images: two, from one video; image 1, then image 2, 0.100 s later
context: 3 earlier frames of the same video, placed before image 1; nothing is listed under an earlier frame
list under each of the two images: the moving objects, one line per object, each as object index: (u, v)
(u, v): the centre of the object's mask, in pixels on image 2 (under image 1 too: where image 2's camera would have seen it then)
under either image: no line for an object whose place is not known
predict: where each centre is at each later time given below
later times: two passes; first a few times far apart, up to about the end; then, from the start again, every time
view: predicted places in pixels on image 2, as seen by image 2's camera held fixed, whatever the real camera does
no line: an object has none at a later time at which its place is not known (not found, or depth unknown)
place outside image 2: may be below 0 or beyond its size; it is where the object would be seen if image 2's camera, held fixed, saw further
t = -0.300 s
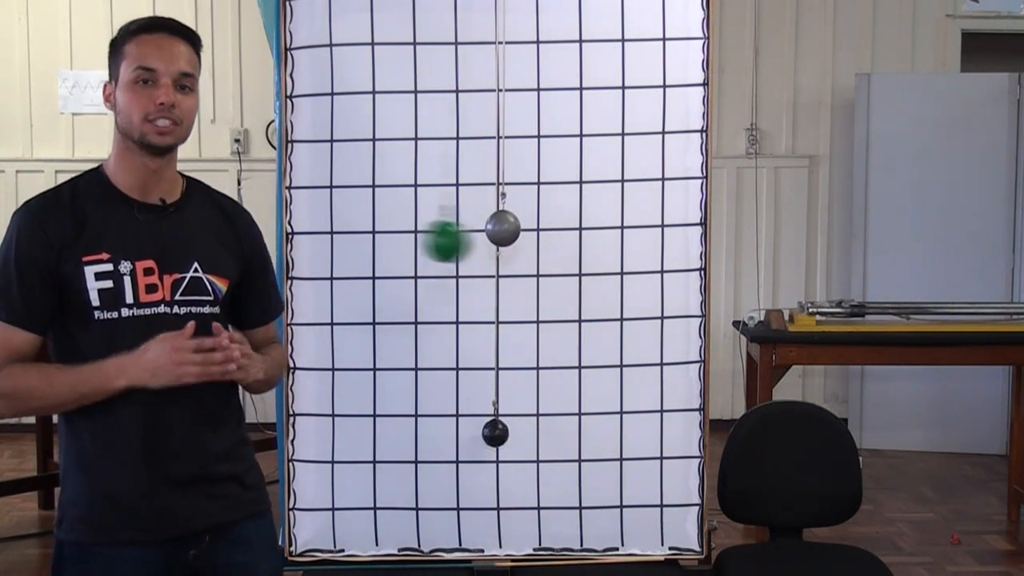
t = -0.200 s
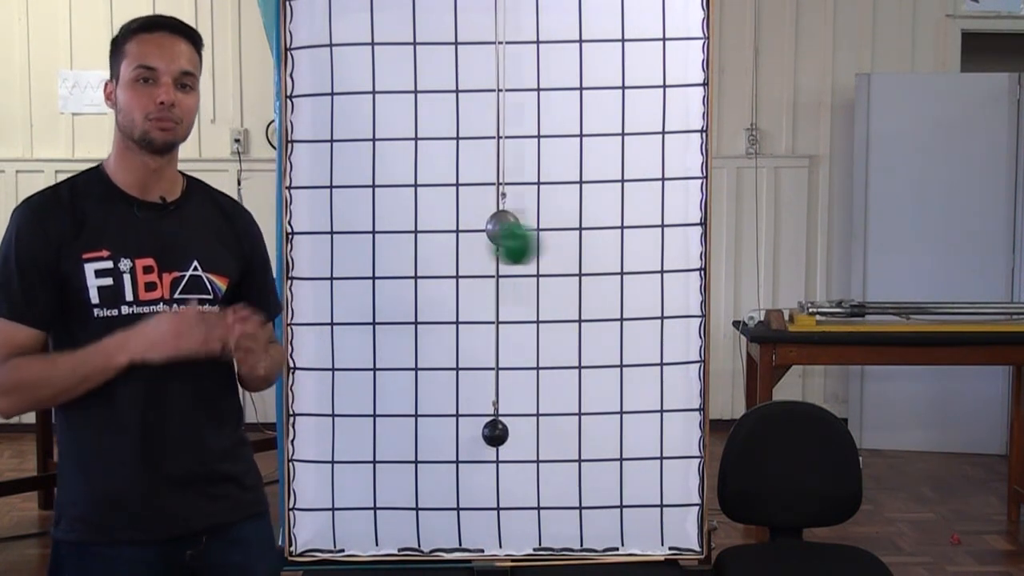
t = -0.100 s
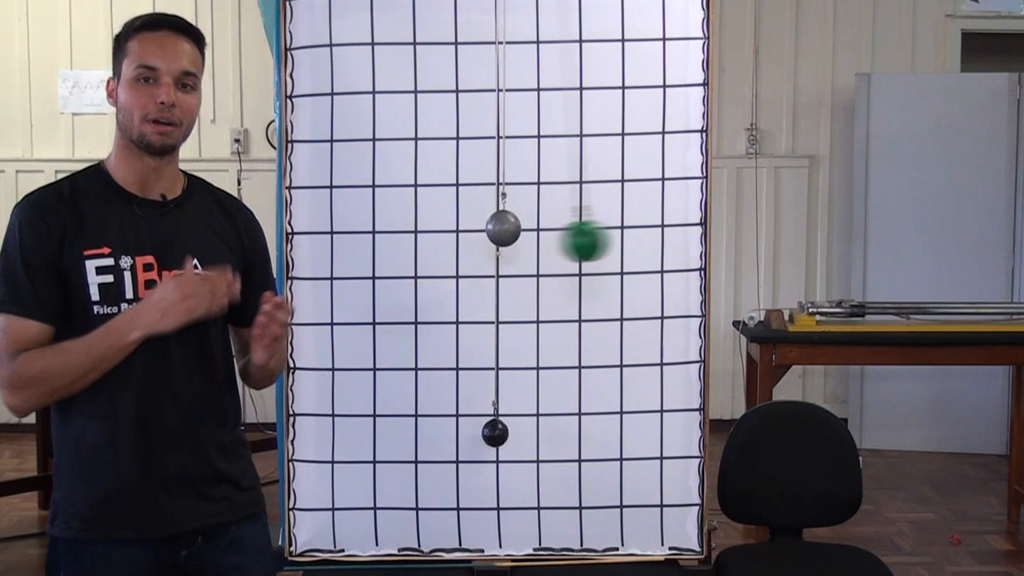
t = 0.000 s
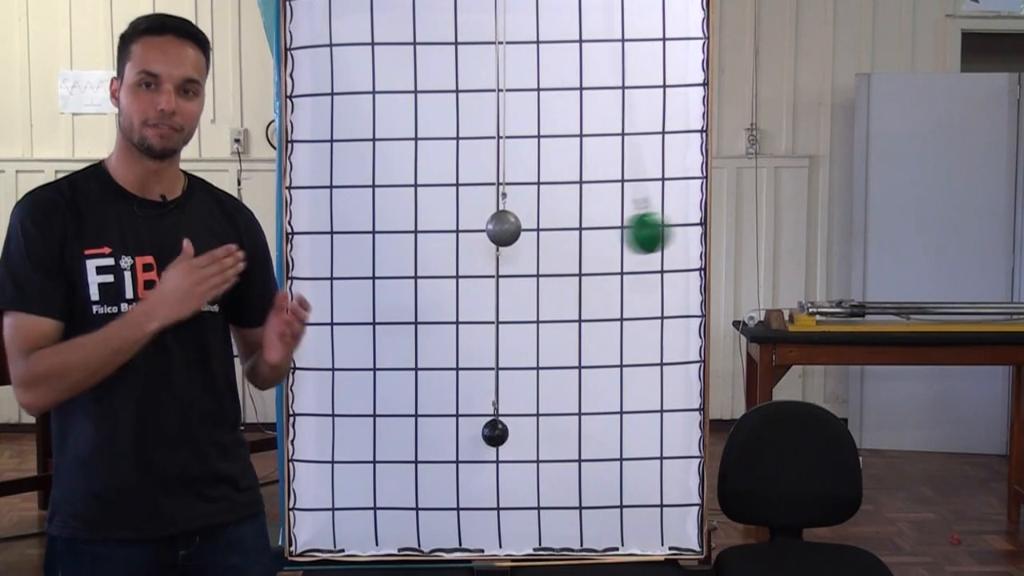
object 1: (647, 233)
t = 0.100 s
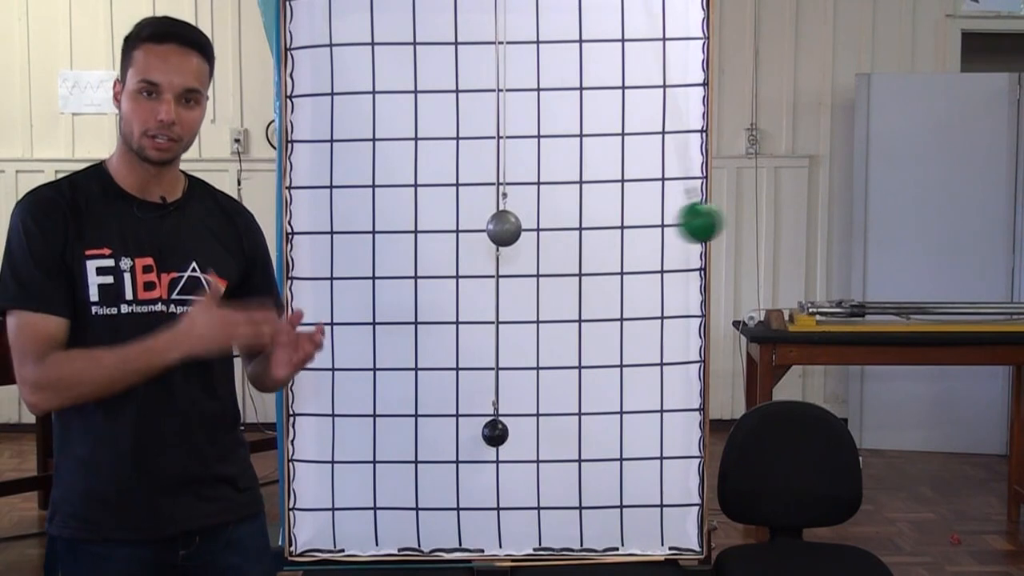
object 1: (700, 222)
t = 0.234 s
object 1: (749, 208)
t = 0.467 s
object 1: (768, 202)
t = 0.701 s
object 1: (699, 222)
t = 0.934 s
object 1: (559, 243)
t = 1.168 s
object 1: (401, 236)
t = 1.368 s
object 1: (300, 215)
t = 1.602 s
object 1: (253, 201)
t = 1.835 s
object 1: (301, 215)
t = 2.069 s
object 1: (424, 239)
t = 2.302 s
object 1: (584, 241)
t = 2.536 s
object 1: (713, 218)
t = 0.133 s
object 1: (715, 218)
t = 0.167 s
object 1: (728, 214)
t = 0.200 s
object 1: (739, 211)
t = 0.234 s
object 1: (749, 208)
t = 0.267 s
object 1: (757, 205)
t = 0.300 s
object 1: (763, 203)
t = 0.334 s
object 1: (768, 202)
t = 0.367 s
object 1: (771, 201)
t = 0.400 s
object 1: (771, 201)
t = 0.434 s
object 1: (770, 201)
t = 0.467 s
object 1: (768, 202)
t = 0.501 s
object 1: (763, 204)
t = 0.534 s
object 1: (757, 205)
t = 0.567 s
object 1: (749, 208)
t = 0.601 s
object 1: (739, 211)
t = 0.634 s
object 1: (728, 215)
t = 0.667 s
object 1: (715, 218)
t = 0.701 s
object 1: (699, 222)
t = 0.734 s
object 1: (682, 226)
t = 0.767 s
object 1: (665, 230)
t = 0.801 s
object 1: (644, 233)
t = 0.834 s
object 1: (626, 236)
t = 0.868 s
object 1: (604, 239)
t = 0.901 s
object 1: (583, 241)
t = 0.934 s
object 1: (559, 243)
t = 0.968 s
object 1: (538, 245)
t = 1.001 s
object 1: (515, 245)
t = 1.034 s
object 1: (489, 244)
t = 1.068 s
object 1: (467, 243)
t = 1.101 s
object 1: (445, 242)
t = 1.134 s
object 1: (423, 239)
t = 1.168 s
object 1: (401, 236)
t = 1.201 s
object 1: (381, 233)
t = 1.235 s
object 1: (363, 230)
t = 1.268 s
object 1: (345, 226)
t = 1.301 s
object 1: (328, 222)
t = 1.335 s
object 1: (312, 218)
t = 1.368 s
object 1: (300, 215)
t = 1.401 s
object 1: (286, 212)
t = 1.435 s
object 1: (276, 209)
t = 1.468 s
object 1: (268, 206)
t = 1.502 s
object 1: (261, 204)
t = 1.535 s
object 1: (256, 202)
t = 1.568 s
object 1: (254, 201)
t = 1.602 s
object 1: (253, 201)
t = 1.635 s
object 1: (254, 202)
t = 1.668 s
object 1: (257, 202)
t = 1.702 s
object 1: (262, 203)
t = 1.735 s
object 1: (268, 206)
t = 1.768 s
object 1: (277, 209)
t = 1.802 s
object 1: (288, 212)
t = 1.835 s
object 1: (301, 215)
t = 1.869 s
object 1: (313, 219)
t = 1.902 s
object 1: (329, 222)
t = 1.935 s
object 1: (346, 226)
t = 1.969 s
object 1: (364, 230)
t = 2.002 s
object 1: (383, 234)
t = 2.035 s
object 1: (404, 236)
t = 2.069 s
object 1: (424, 239)
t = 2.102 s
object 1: (447, 241)
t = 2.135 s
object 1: (468, 243)
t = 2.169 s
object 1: (491, 245)
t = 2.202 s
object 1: (517, 244)
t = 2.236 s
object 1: (539, 244)
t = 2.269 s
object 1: (561, 243)
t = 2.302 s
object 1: (584, 241)
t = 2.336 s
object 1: (605, 239)
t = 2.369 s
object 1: (626, 236)
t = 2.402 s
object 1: (645, 233)
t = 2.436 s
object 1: (664, 229)
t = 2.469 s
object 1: (681, 226)
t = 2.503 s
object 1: (698, 222)
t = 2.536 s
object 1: (713, 218)
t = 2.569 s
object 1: (726, 215)
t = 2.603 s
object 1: (737, 211)
